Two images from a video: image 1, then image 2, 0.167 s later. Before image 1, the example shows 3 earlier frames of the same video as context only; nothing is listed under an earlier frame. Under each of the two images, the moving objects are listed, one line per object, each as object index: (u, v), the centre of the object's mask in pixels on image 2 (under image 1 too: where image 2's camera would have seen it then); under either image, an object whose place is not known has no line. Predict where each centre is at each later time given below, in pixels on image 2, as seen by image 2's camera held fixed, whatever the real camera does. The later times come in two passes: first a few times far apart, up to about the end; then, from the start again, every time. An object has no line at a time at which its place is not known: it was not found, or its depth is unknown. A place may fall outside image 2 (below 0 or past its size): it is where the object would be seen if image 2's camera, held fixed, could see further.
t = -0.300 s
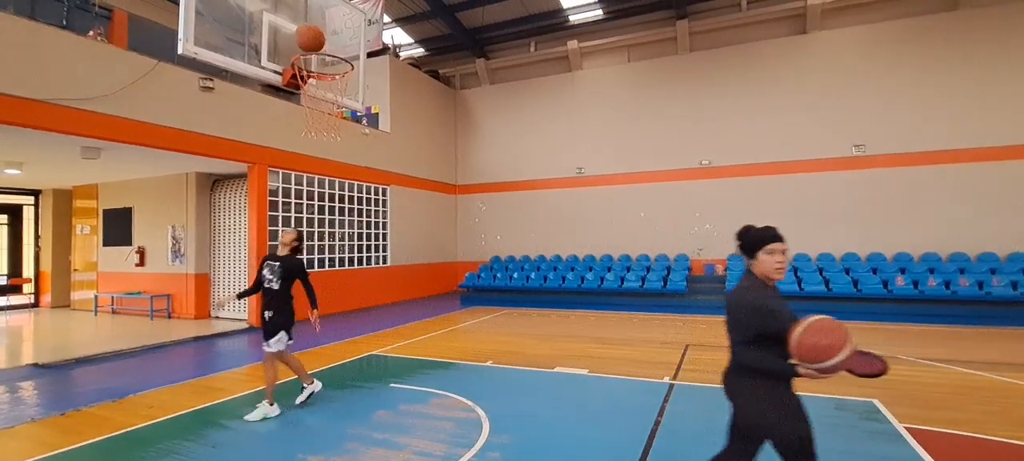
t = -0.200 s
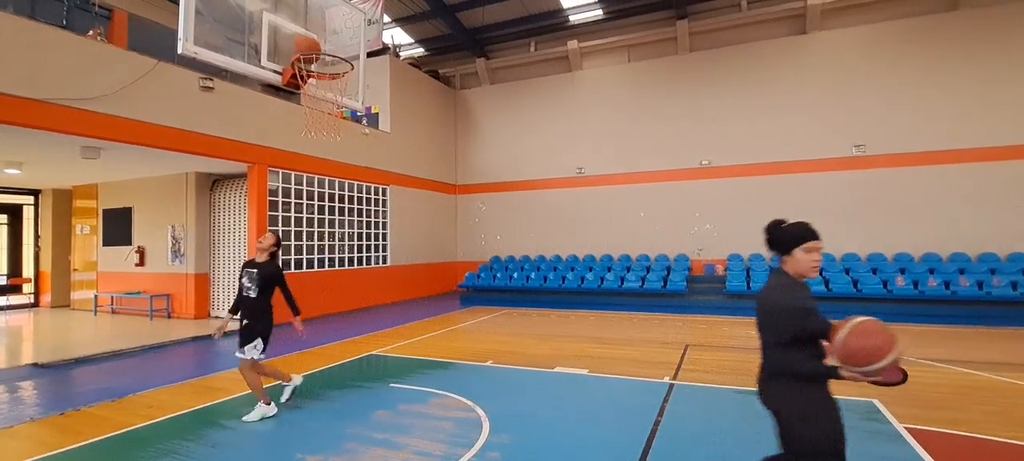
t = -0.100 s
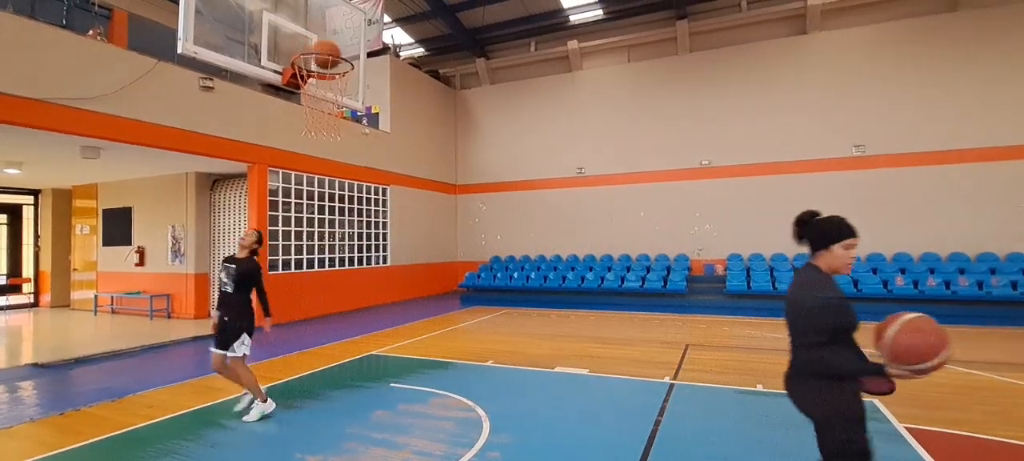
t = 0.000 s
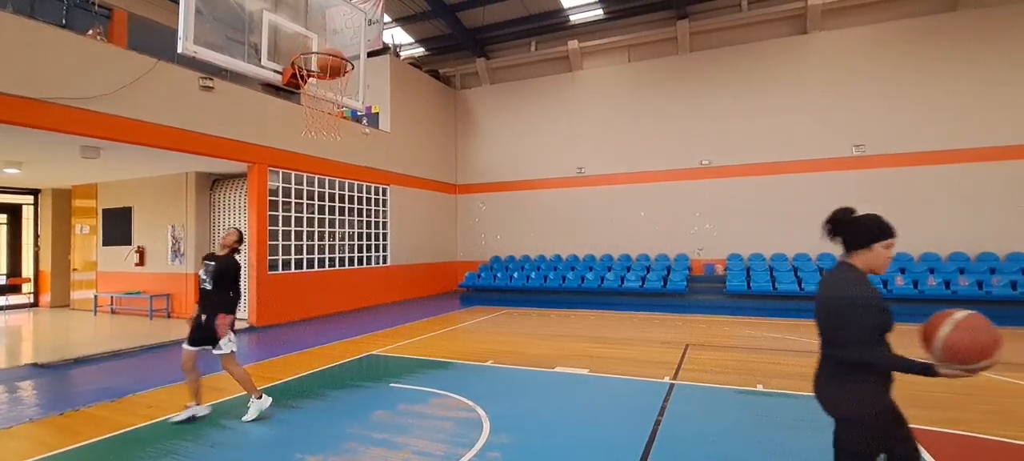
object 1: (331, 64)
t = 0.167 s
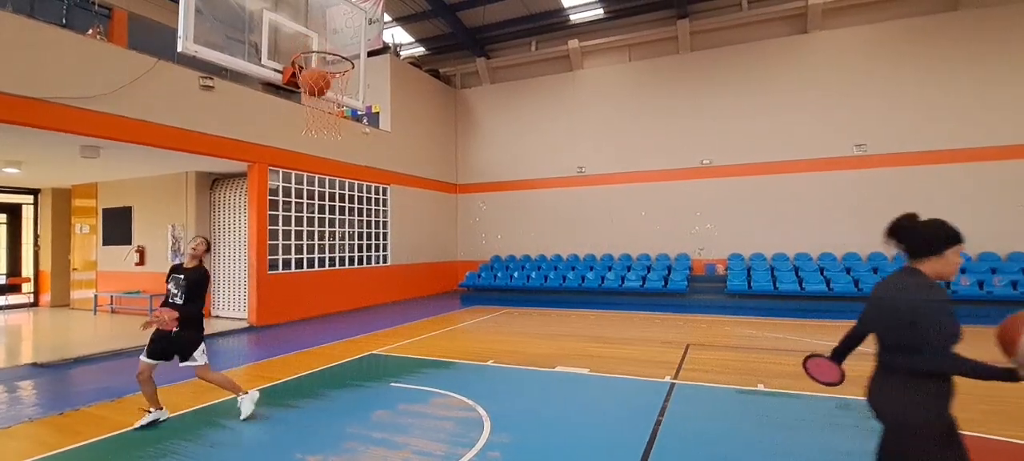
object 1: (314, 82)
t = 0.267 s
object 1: (306, 102)
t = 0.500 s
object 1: (315, 151)
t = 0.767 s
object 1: (321, 289)
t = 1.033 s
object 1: (338, 372)
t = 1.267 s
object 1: (355, 263)
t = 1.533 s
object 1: (375, 228)
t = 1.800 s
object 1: (391, 276)
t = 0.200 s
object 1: (311, 88)
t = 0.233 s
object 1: (308, 95)
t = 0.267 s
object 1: (306, 102)
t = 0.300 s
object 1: (306, 108)
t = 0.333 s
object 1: (306, 115)
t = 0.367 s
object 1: (307, 119)
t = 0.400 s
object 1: (308, 126)
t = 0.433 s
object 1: (310, 133)
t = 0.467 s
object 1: (312, 142)
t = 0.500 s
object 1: (315, 151)
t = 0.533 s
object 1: (314, 164)
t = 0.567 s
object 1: (315, 176)
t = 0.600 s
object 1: (316, 192)
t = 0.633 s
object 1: (317, 208)
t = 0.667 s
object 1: (319, 226)
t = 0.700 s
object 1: (320, 245)
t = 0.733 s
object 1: (321, 267)
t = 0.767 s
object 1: (321, 289)
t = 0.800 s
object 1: (321, 311)
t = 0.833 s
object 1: (325, 338)
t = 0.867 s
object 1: (327, 368)
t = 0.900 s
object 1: (329, 397)
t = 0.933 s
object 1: (333, 431)
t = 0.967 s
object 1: (335, 415)
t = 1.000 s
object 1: (335, 391)
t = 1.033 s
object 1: (338, 372)
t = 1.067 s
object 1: (340, 350)
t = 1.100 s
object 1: (342, 331)
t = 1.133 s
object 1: (344, 315)
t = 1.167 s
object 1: (345, 299)
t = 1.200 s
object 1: (348, 287)
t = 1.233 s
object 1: (352, 274)
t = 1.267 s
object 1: (355, 263)
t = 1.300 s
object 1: (358, 254)
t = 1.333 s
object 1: (360, 247)
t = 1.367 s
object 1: (363, 240)
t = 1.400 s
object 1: (365, 235)
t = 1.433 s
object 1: (368, 232)
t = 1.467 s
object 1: (370, 229)
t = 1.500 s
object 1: (373, 228)
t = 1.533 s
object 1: (375, 228)
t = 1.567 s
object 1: (377, 230)
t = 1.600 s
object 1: (380, 233)
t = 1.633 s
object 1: (382, 238)
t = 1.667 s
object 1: (384, 244)
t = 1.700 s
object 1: (386, 250)
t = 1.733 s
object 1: (389, 258)
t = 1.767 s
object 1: (390, 268)
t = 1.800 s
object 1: (391, 276)
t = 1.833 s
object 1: (393, 286)
